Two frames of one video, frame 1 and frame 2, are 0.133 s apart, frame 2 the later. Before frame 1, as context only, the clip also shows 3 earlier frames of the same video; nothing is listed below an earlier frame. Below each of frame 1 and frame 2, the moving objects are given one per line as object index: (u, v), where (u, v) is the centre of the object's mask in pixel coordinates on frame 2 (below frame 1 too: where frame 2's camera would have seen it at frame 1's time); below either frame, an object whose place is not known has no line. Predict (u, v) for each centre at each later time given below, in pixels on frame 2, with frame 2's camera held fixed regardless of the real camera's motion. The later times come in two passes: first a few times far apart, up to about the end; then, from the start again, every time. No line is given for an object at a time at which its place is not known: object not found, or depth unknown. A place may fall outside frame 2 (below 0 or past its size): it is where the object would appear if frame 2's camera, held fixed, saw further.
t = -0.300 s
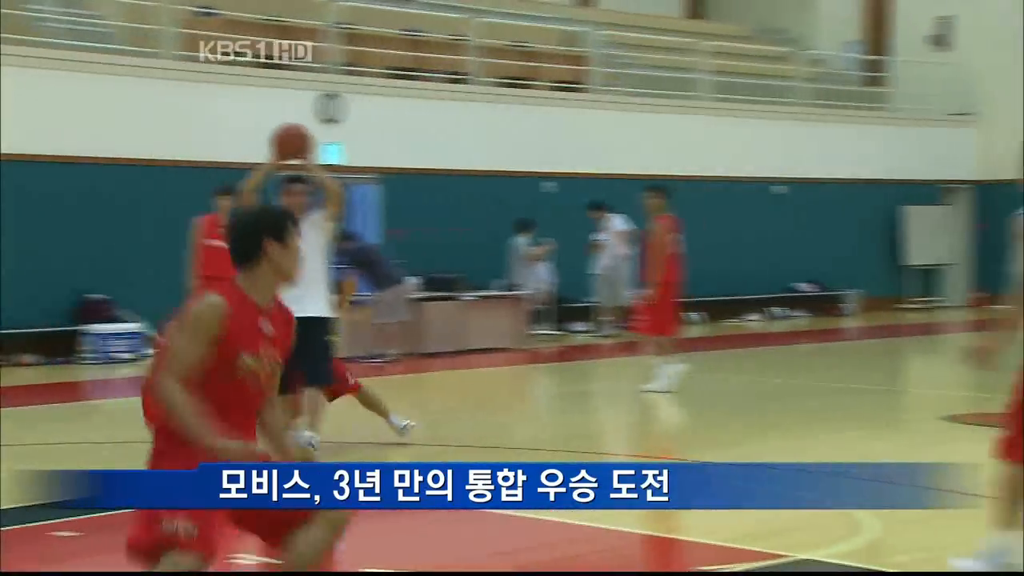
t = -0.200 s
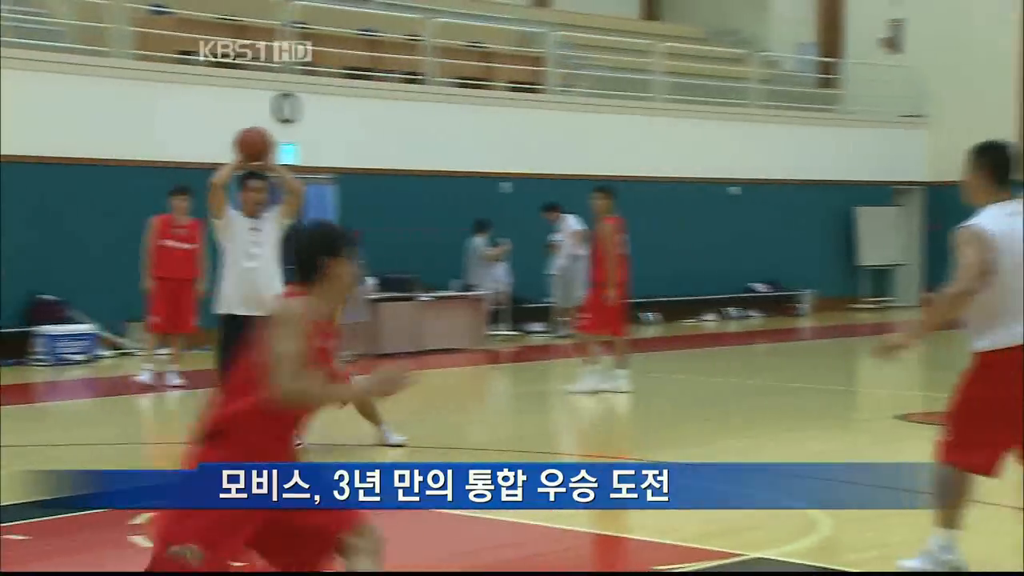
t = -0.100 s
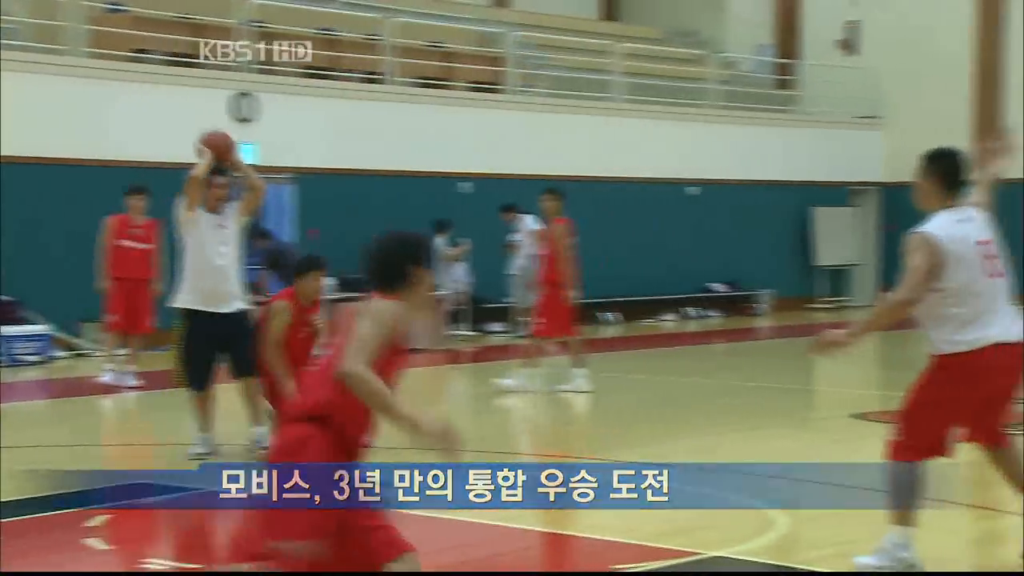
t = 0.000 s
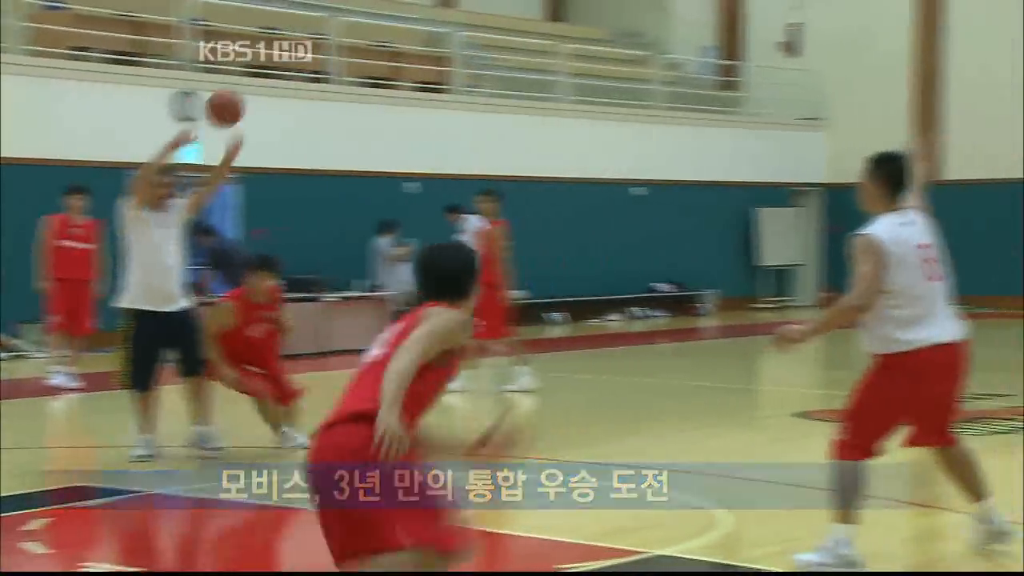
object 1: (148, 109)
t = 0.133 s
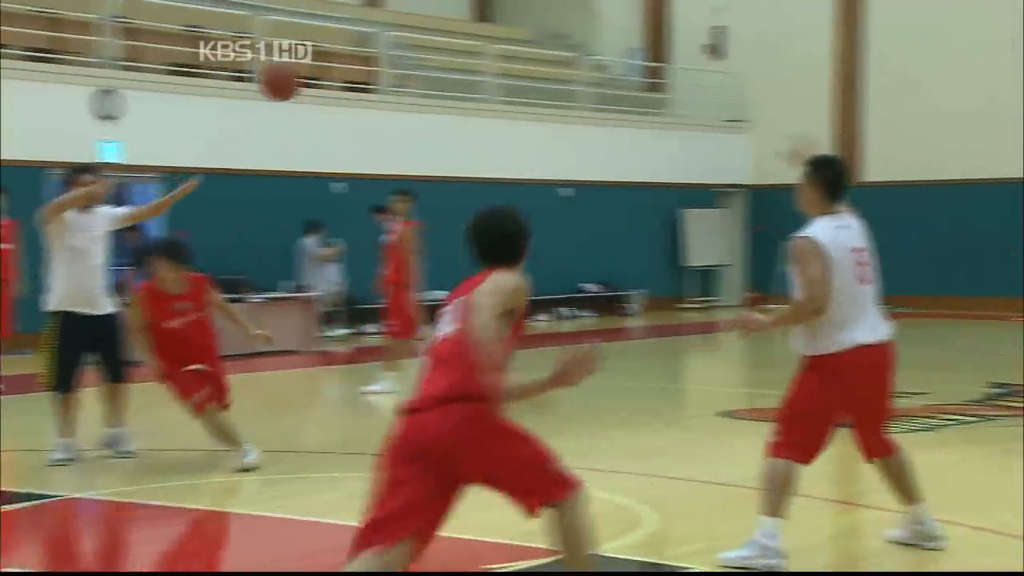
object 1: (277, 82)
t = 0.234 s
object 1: (388, 81)
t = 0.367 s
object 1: (537, 107)
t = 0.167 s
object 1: (315, 81)
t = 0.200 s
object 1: (349, 80)
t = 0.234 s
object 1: (388, 81)
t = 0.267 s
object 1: (423, 85)
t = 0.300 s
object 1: (460, 90)
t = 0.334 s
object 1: (497, 97)
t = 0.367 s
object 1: (537, 107)
